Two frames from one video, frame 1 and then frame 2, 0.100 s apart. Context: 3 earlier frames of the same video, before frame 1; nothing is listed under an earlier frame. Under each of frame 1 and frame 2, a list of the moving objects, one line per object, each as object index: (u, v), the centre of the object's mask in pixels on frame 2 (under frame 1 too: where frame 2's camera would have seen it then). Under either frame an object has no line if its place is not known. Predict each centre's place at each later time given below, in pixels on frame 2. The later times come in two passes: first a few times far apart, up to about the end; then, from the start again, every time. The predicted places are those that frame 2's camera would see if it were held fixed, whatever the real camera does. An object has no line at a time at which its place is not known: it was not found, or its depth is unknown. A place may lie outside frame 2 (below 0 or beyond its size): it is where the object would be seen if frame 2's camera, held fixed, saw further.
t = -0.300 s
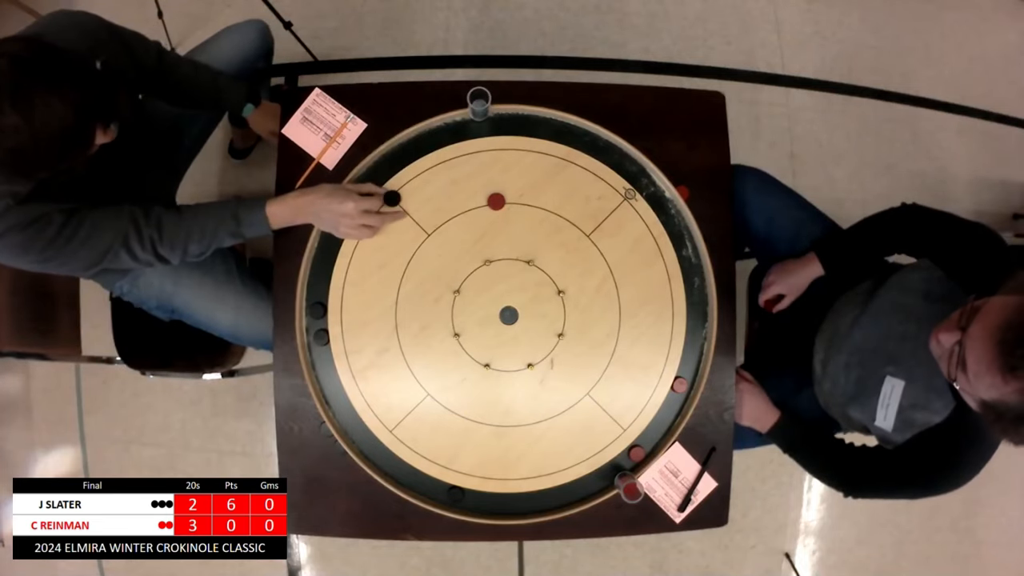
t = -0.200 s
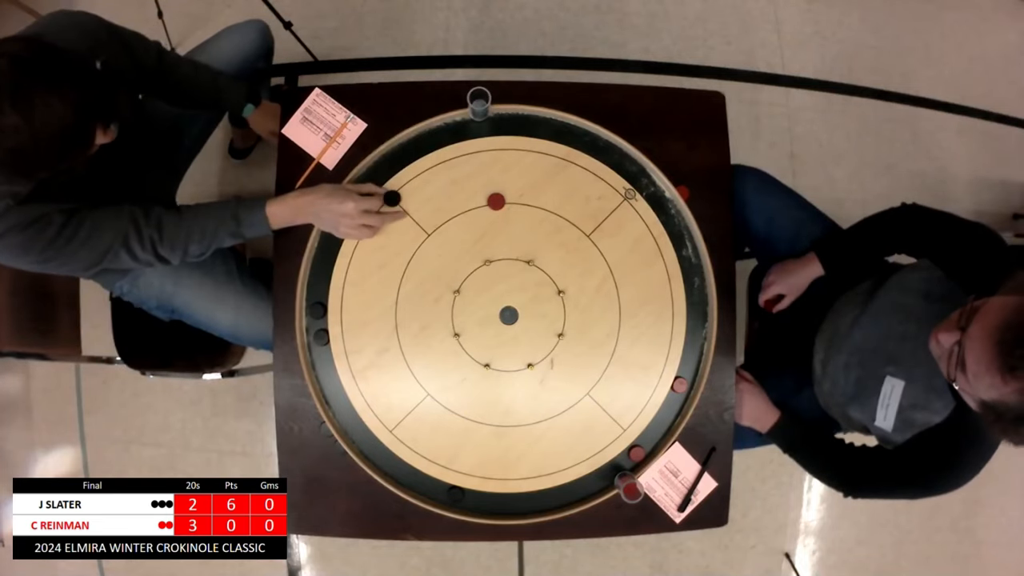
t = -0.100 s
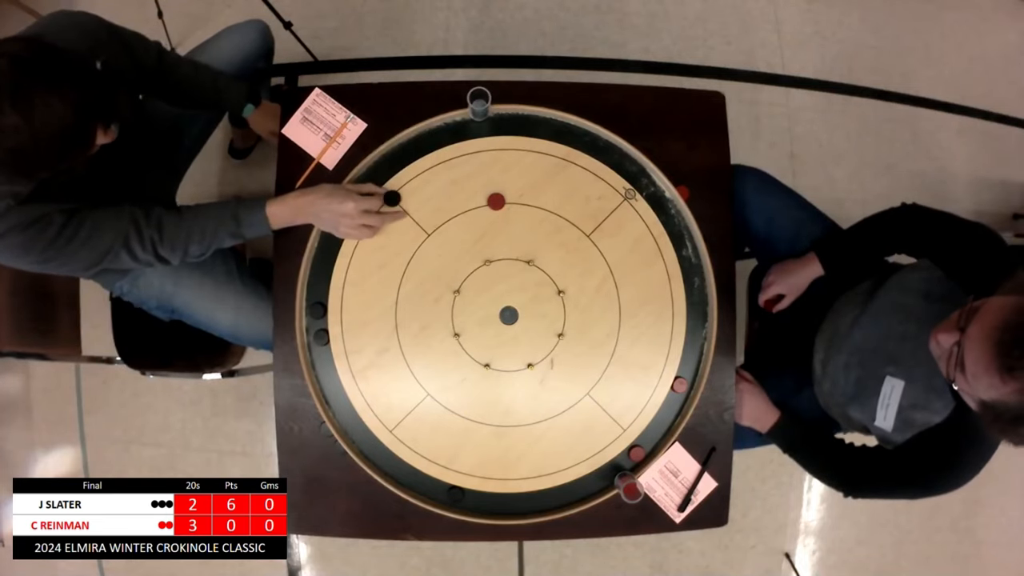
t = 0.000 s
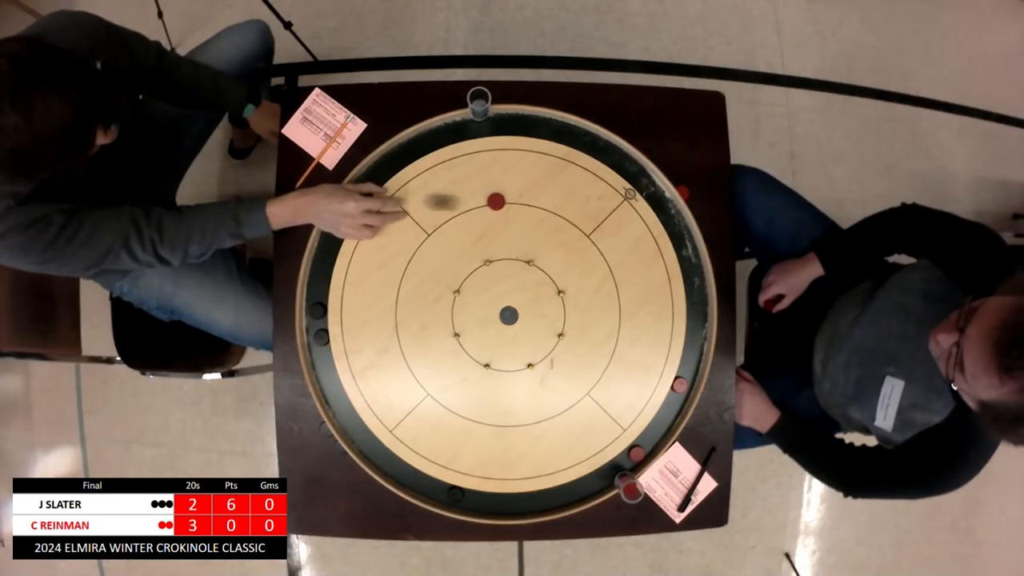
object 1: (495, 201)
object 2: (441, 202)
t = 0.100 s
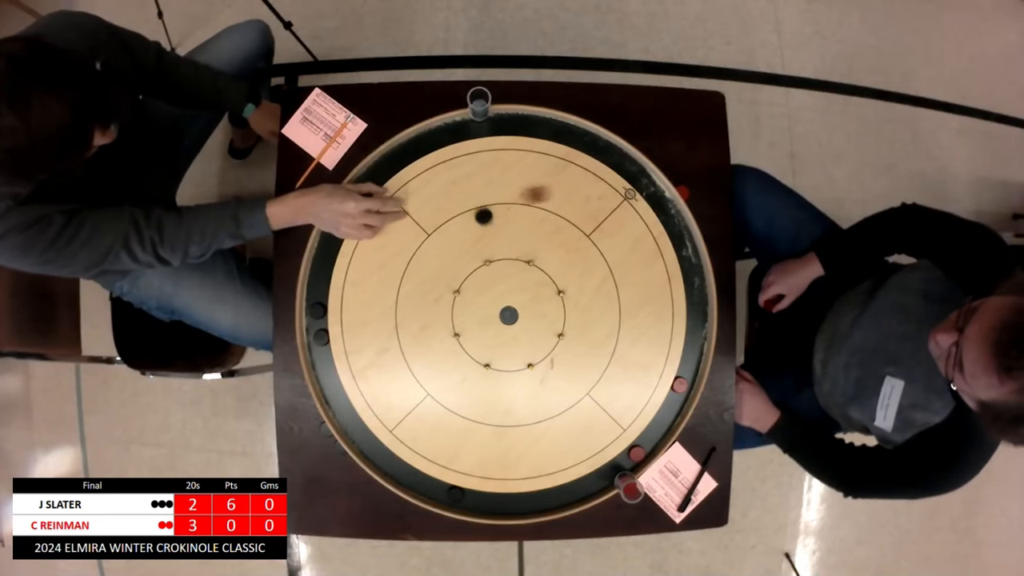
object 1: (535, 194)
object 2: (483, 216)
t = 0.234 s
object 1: (616, 183)
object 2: (492, 234)
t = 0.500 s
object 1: (664, 203)
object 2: (498, 248)
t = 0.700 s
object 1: (662, 209)
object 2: (498, 248)
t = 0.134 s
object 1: (558, 191)
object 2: (486, 221)
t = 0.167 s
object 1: (578, 188)
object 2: (488, 226)
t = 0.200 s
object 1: (598, 185)
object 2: (490, 230)
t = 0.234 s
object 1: (616, 183)
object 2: (492, 234)
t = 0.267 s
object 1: (636, 181)
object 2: (493, 238)
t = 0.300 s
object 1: (648, 183)
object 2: (494, 241)
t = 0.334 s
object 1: (649, 191)
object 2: (495, 243)
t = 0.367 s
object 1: (656, 192)
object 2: (496, 245)
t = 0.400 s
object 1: (657, 197)
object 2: (497, 246)
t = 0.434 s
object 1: (657, 201)
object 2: (498, 247)
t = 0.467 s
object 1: (659, 202)
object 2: (498, 248)
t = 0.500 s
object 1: (664, 203)
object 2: (498, 248)
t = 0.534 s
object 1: (664, 203)
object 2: (498, 248)
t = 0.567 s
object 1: (663, 206)
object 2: (498, 248)
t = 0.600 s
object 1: (663, 208)
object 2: (498, 248)
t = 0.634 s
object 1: (662, 209)
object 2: (498, 248)
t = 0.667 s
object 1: (662, 209)
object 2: (498, 248)
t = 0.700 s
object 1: (662, 209)
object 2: (498, 248)
